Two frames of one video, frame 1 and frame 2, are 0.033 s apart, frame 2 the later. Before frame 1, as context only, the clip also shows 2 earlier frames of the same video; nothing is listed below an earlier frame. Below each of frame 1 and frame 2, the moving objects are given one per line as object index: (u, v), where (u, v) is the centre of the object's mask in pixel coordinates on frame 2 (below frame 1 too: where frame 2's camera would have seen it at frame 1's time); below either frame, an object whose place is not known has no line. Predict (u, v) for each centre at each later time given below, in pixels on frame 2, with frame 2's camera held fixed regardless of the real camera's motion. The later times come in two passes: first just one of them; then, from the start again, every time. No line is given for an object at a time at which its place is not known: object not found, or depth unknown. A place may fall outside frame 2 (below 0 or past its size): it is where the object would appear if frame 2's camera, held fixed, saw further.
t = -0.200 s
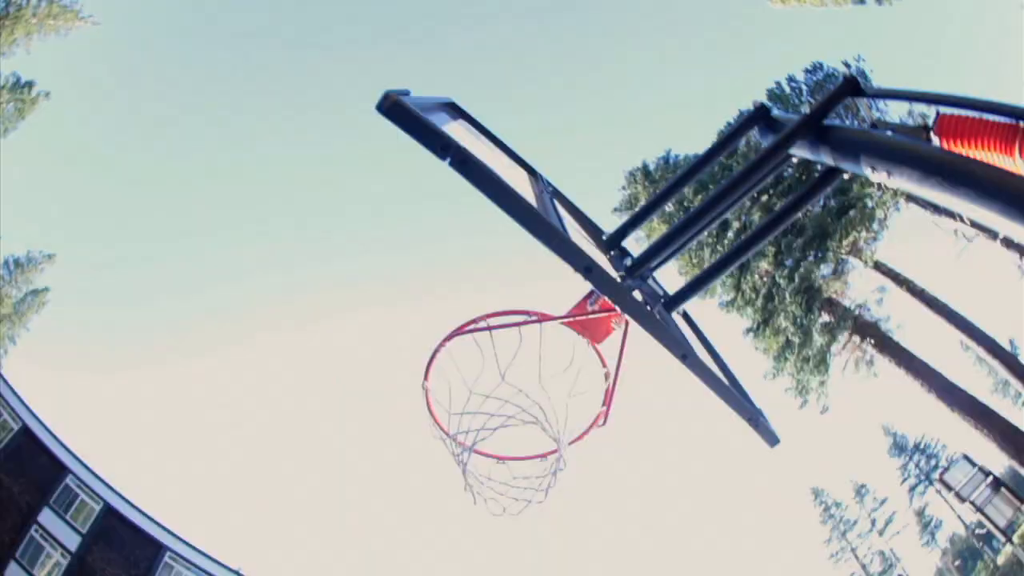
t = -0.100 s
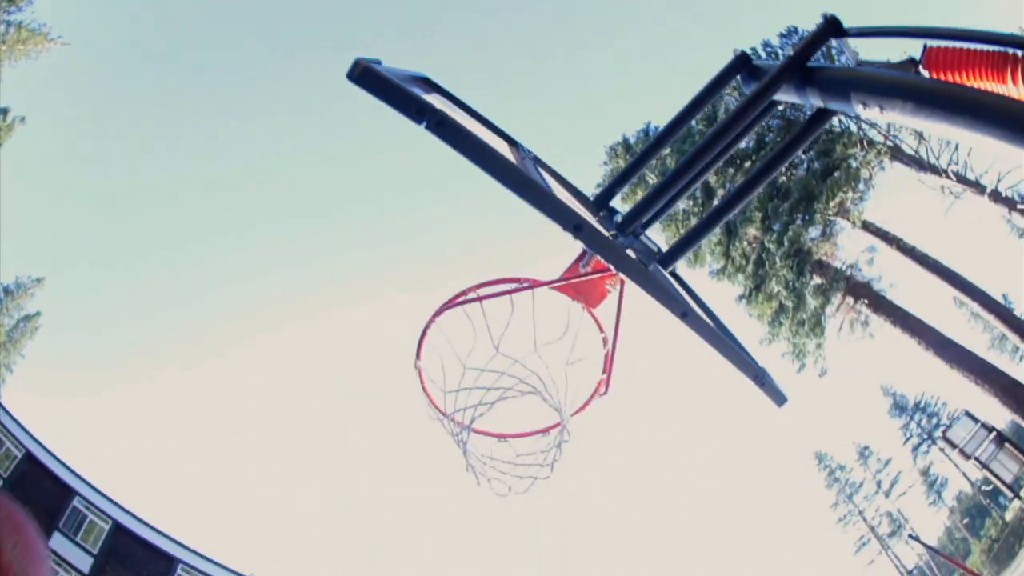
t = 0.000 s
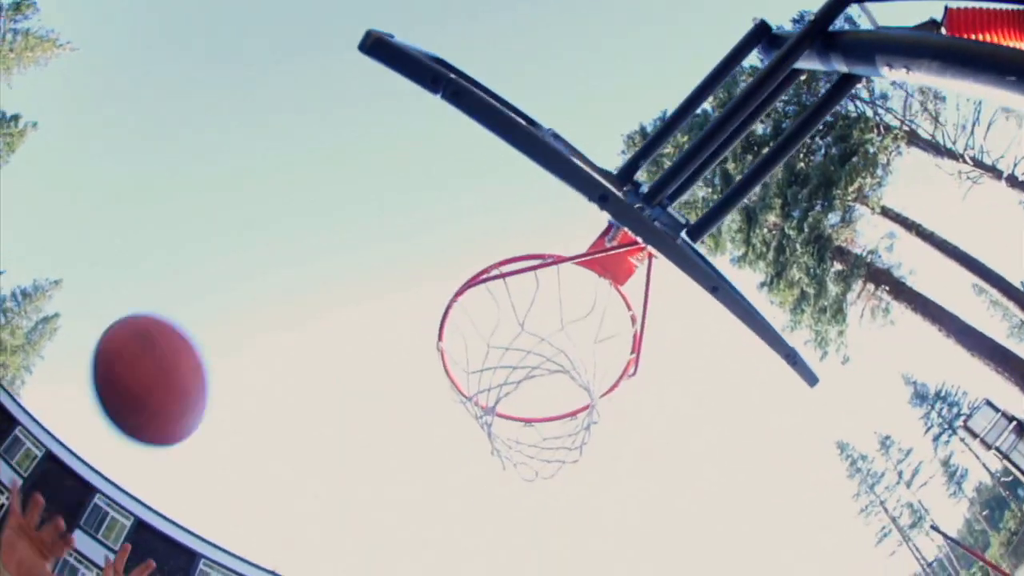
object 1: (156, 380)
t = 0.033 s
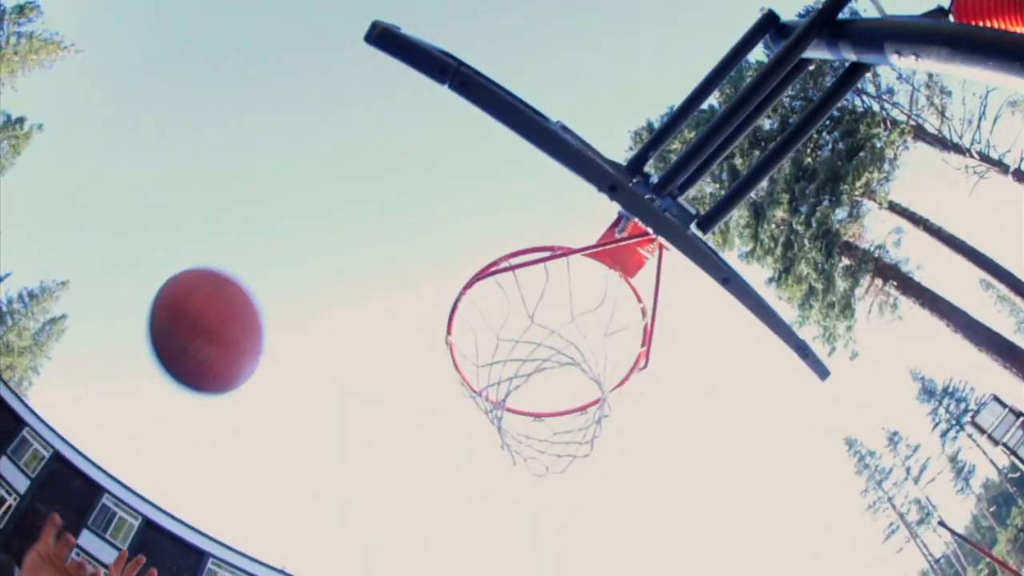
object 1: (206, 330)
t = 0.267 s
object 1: (456, 149)
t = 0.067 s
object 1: (253, 288)
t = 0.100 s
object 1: (297, 253)
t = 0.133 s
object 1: (337, 225)
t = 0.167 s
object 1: (373, 201)
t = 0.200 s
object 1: (405, 183)
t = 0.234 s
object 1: (432, 166)
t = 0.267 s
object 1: (456, 149)
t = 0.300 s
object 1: (479, 133)
